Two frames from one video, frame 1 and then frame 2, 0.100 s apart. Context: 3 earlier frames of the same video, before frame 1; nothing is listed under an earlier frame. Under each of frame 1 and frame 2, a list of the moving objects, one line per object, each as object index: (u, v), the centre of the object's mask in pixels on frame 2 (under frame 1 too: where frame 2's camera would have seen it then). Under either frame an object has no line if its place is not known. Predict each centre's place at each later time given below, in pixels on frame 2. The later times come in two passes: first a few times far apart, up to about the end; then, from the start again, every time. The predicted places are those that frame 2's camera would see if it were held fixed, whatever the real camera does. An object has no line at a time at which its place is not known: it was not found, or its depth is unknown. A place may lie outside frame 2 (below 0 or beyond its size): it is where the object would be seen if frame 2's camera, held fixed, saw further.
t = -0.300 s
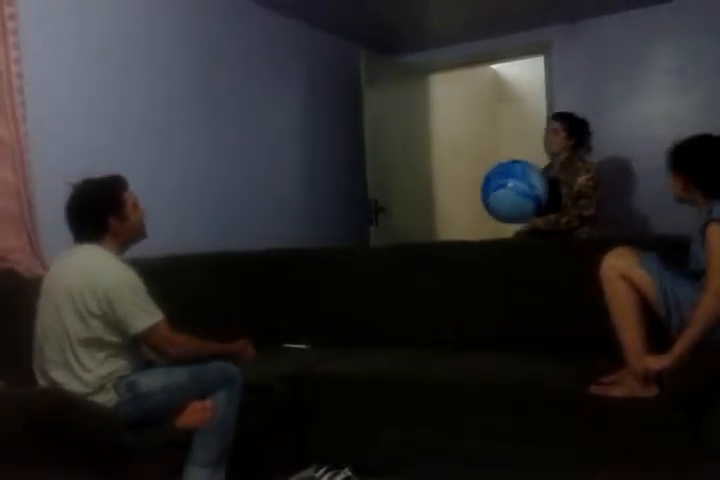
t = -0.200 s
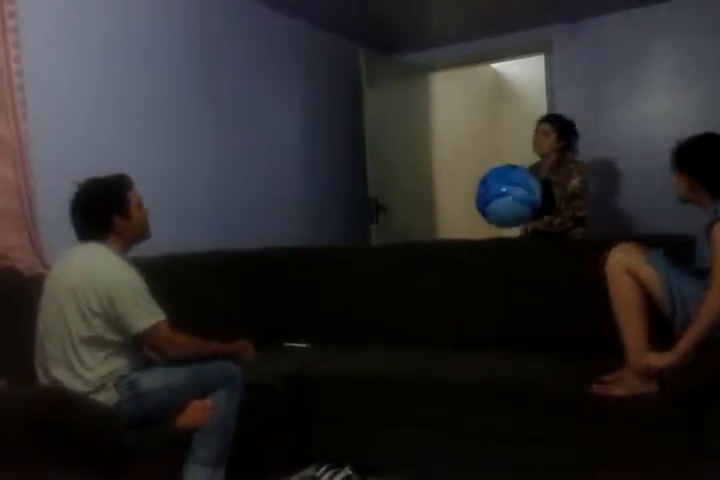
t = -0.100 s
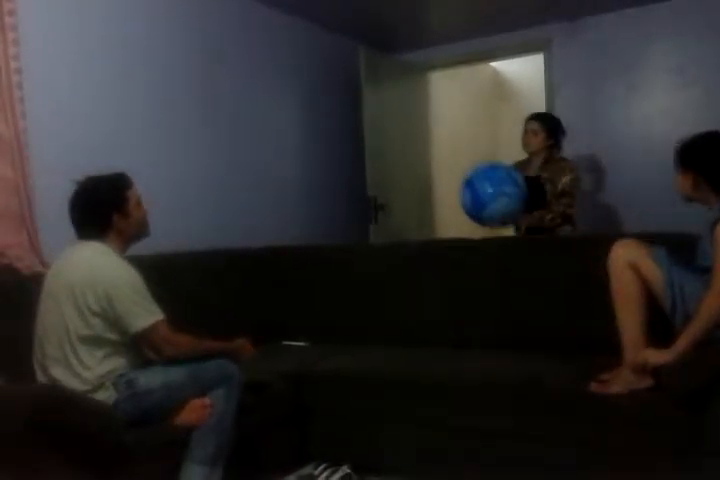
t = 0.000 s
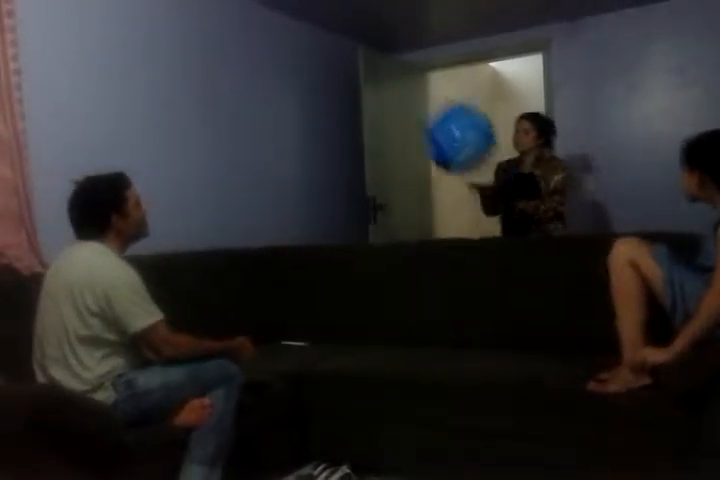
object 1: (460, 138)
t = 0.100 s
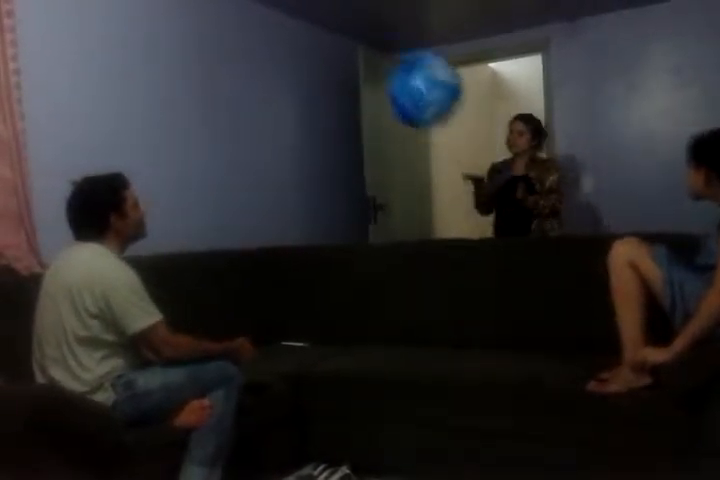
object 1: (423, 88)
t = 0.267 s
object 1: (369, 41)
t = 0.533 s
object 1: (299, 71)
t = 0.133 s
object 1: (412, 76)
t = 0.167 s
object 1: (402, 64)
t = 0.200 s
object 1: (391, 53)
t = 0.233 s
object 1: (379, 47)
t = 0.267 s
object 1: (369, 41)
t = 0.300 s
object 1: (358, 38)
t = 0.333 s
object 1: (348, 37)
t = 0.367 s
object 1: (339, 37)
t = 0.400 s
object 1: (329, 40)
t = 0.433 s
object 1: (319, 46)
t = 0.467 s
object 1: (312, 51)
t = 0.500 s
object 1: (305, 61)
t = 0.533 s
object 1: (299, 71)
